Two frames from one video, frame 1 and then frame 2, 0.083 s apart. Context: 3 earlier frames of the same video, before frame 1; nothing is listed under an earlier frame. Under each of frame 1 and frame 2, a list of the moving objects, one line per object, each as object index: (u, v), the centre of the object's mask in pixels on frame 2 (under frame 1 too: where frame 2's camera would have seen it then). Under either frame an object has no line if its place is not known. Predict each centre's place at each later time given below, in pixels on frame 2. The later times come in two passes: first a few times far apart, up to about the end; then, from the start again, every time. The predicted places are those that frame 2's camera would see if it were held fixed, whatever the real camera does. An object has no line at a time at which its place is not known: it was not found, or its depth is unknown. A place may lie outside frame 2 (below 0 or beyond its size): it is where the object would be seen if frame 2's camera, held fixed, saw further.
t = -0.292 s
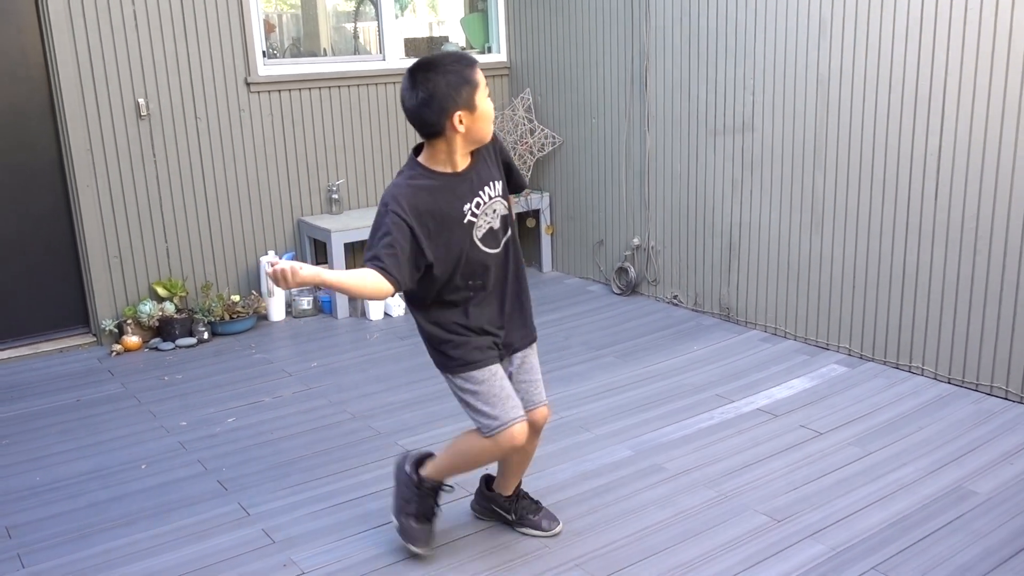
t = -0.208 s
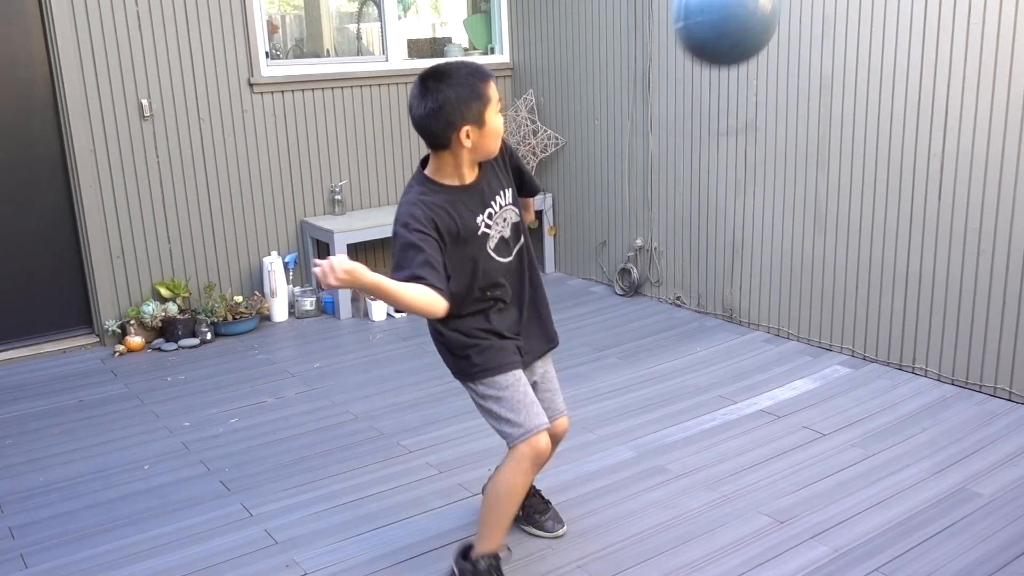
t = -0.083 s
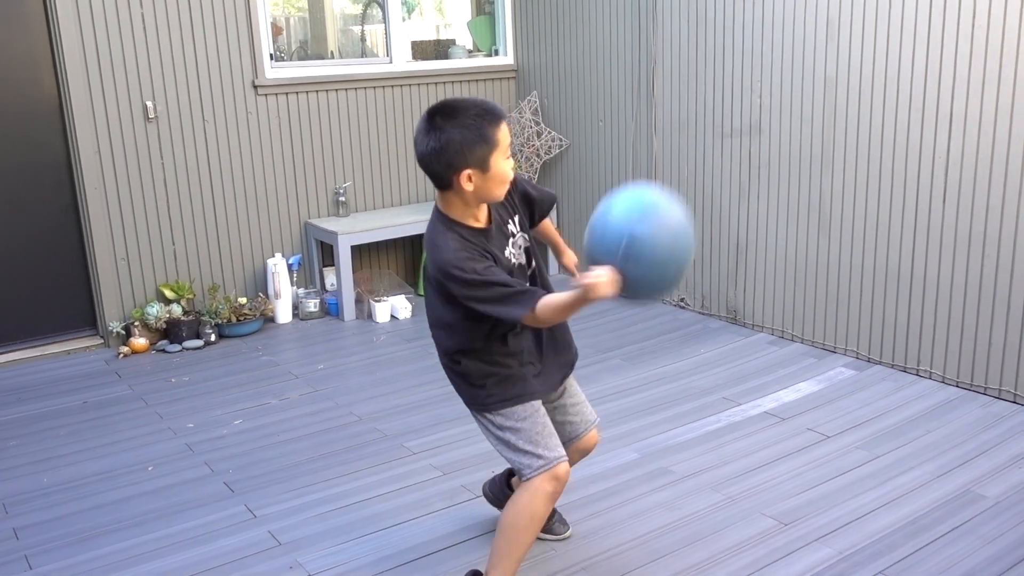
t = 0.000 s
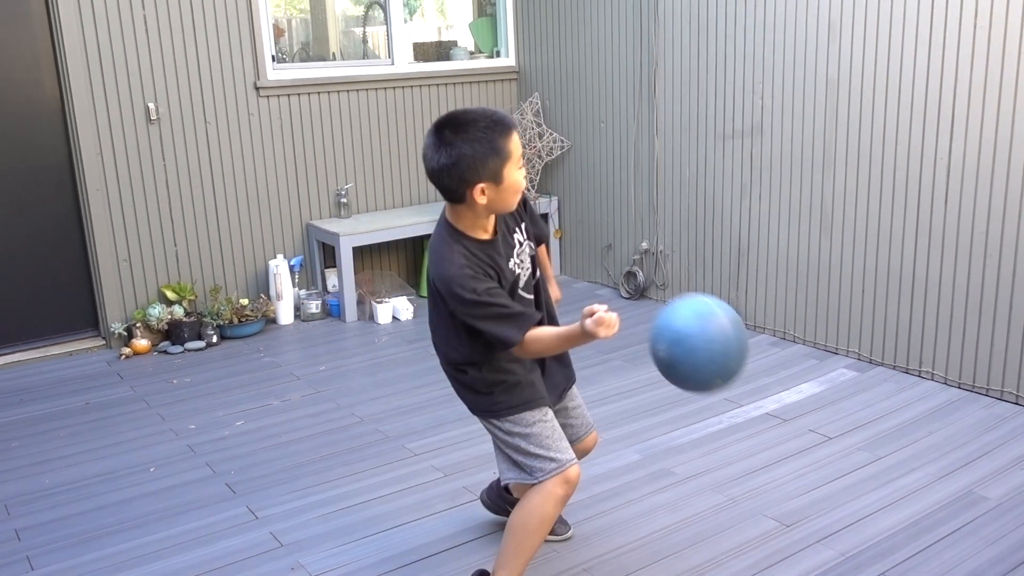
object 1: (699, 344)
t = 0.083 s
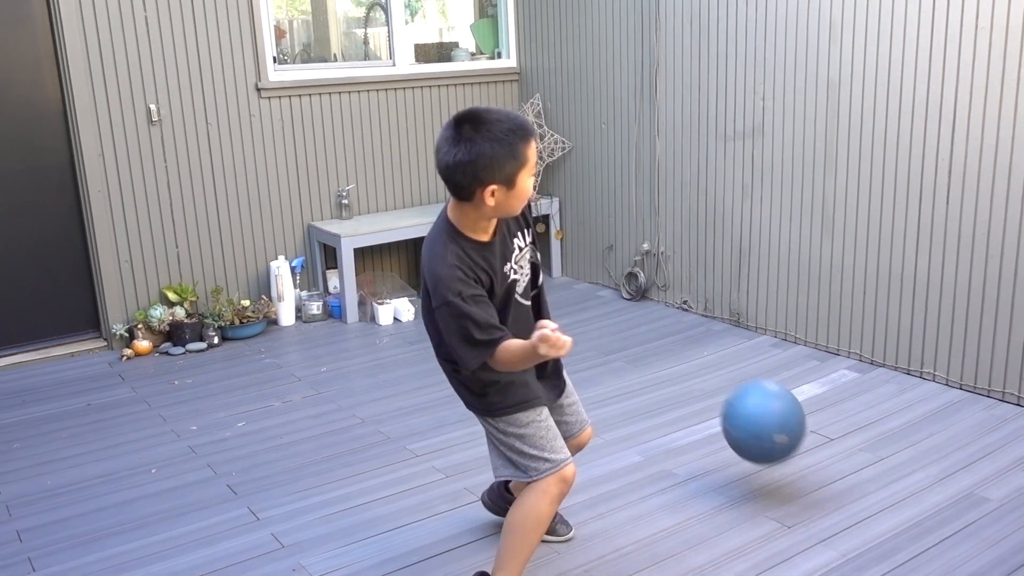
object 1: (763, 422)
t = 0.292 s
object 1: (878, 251)
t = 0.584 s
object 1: (821, 135)
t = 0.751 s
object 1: (704, 184)
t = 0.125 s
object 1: (788, 449)
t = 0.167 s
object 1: (813, 388)
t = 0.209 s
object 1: (836, 335)
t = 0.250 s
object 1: (857, 290)
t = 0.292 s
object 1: (878, 251)
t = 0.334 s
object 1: (897, 218)
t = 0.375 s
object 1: (916, 191)
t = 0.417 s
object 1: (920, 170)
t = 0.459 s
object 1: (897, 154)
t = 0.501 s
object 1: (872, 143)
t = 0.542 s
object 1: (847, 136)
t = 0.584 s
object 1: (821, 135)
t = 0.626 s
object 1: (793, 138)
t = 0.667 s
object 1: (765, 147)
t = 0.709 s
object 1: (735, 162)
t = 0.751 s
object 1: (704, 184)
